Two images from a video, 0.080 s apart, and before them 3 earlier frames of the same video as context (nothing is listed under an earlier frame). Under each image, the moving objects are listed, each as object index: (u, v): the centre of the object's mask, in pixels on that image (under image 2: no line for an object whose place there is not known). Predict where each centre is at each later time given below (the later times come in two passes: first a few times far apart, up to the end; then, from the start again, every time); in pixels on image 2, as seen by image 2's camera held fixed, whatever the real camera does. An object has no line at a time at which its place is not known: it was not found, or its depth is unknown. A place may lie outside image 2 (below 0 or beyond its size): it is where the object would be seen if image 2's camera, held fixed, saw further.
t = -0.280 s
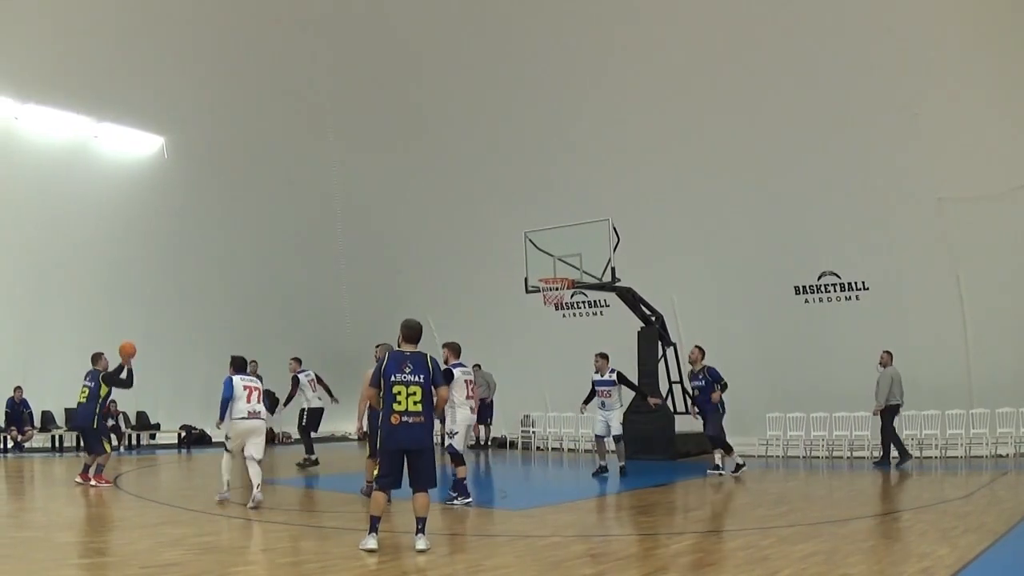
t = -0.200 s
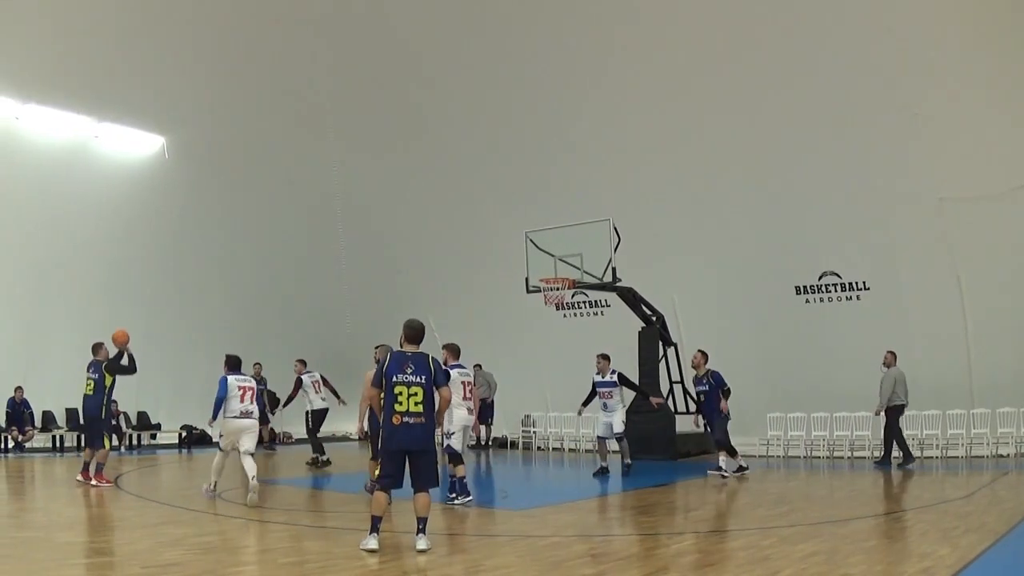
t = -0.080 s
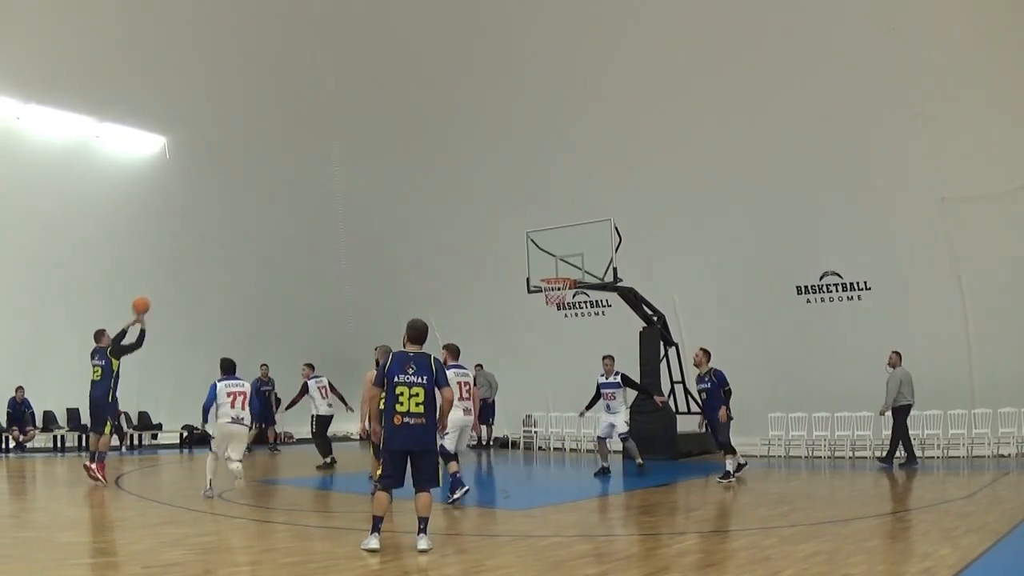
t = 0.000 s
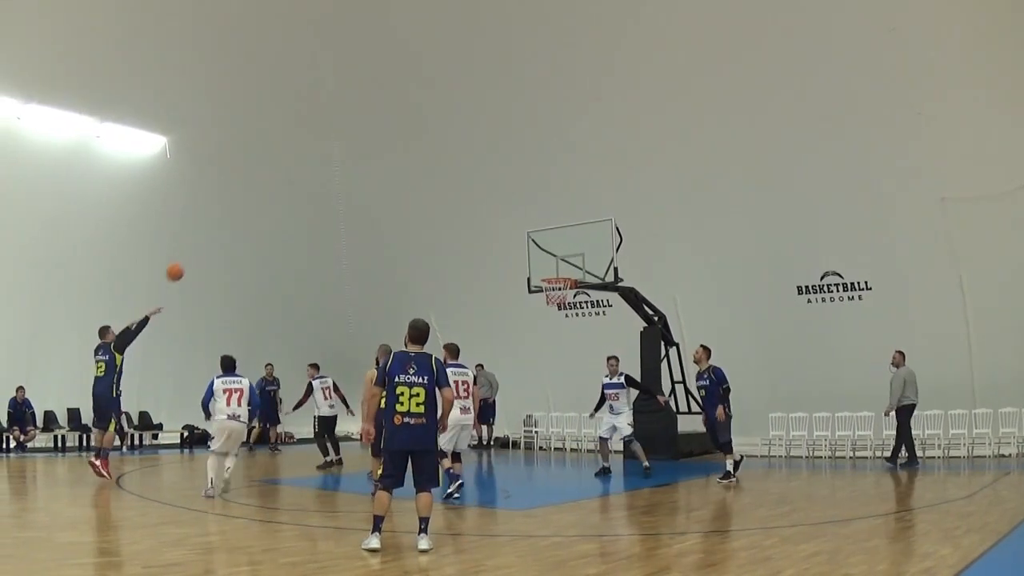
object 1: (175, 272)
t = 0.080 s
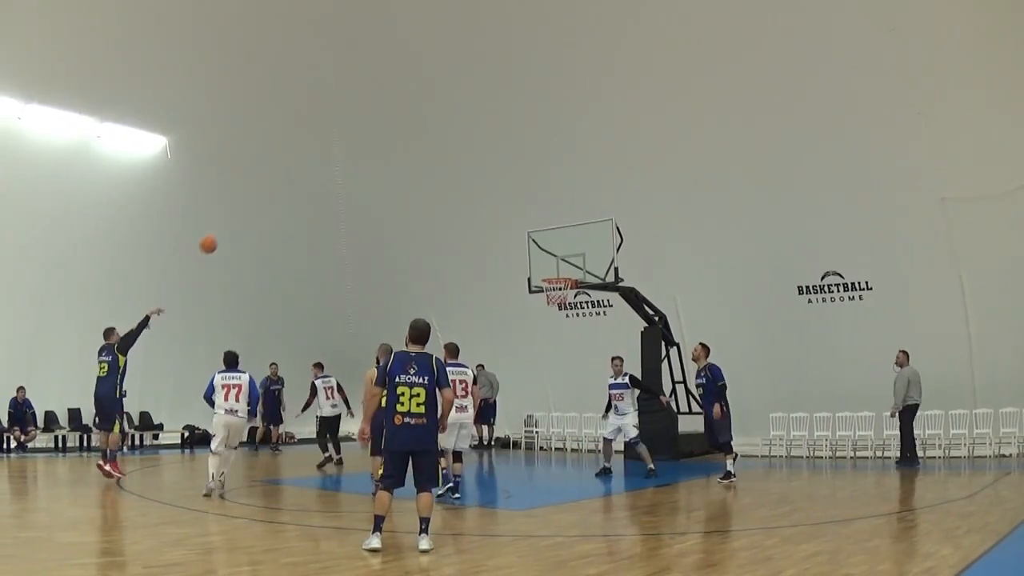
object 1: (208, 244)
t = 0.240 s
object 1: (273, 204)
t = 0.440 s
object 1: (348, 180)
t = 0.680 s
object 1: (430, 188)
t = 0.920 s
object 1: (507, 231)
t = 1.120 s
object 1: (558, 265)
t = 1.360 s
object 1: (579, 250)
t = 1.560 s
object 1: (571, 255)
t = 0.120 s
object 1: (224, 233)
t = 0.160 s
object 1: (240, 222)
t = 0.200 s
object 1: (256, 213)
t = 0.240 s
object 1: (273, 204)
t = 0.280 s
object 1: (288, 197)
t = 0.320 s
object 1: (303, 191)
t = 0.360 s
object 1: (318, 187)
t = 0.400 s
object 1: (334, 182)
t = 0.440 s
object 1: (348, 180)
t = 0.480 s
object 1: (362, 179)
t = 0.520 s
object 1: (376, 179)
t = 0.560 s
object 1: (390, 179)
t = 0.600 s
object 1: (404, 181)
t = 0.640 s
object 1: (417, 184)
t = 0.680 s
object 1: (430, 188)
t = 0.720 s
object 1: (443, 192)
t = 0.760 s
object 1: (456, 198)
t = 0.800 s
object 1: (469, 205)
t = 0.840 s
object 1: (482, 212)
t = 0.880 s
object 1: (495, 221)
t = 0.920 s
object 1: (507, 231)
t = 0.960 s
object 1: (519, 241)
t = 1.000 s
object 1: (531, 251)
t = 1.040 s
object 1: (543, 263)
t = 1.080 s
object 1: (553, 270)
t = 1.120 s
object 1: (558, 265)
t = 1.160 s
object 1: (564, 261)
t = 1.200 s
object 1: (568, 257)
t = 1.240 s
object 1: (574, 255)
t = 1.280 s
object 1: (579, 253)
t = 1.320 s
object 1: (580, 251)
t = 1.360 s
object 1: (579, 250)
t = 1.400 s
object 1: (577, 249)
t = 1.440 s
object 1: (576, 249)
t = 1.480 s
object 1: (574, 250)
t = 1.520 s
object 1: (573, 252)
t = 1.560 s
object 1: (571, 255)
